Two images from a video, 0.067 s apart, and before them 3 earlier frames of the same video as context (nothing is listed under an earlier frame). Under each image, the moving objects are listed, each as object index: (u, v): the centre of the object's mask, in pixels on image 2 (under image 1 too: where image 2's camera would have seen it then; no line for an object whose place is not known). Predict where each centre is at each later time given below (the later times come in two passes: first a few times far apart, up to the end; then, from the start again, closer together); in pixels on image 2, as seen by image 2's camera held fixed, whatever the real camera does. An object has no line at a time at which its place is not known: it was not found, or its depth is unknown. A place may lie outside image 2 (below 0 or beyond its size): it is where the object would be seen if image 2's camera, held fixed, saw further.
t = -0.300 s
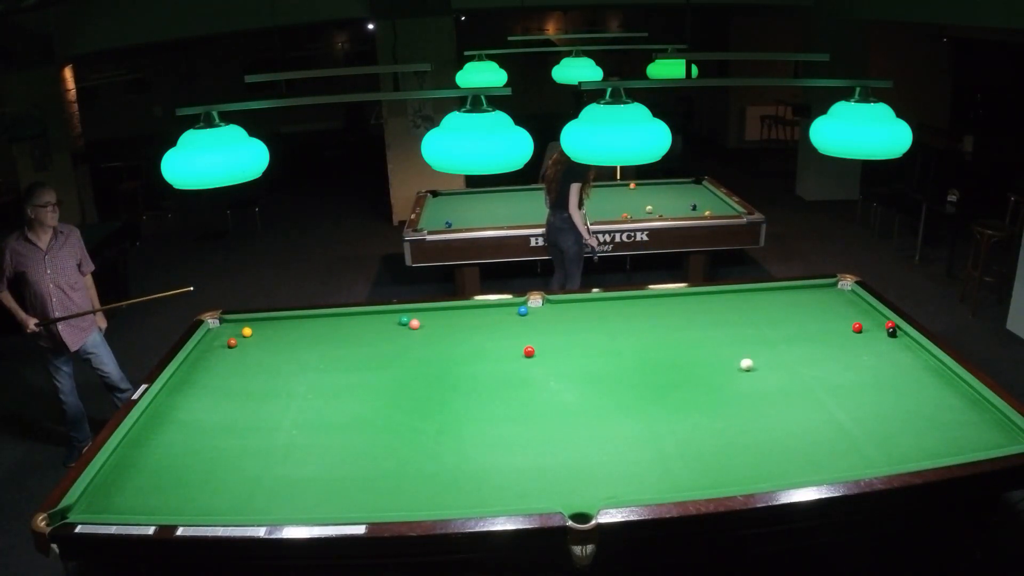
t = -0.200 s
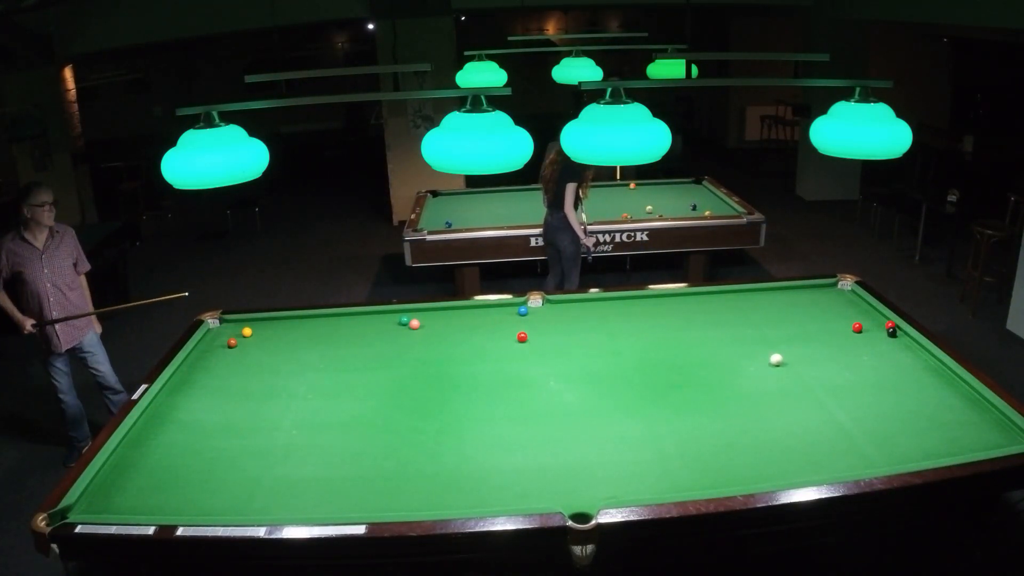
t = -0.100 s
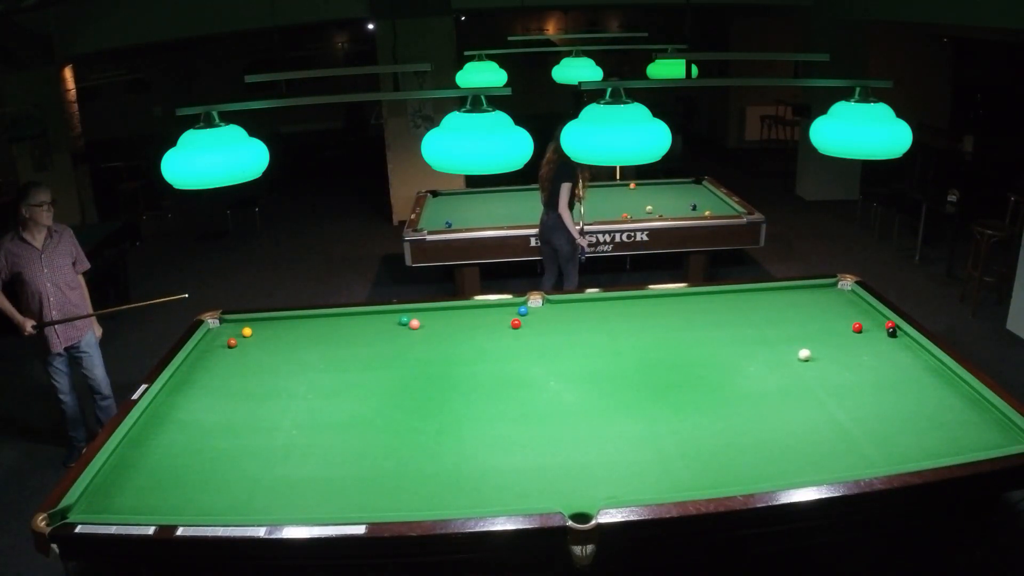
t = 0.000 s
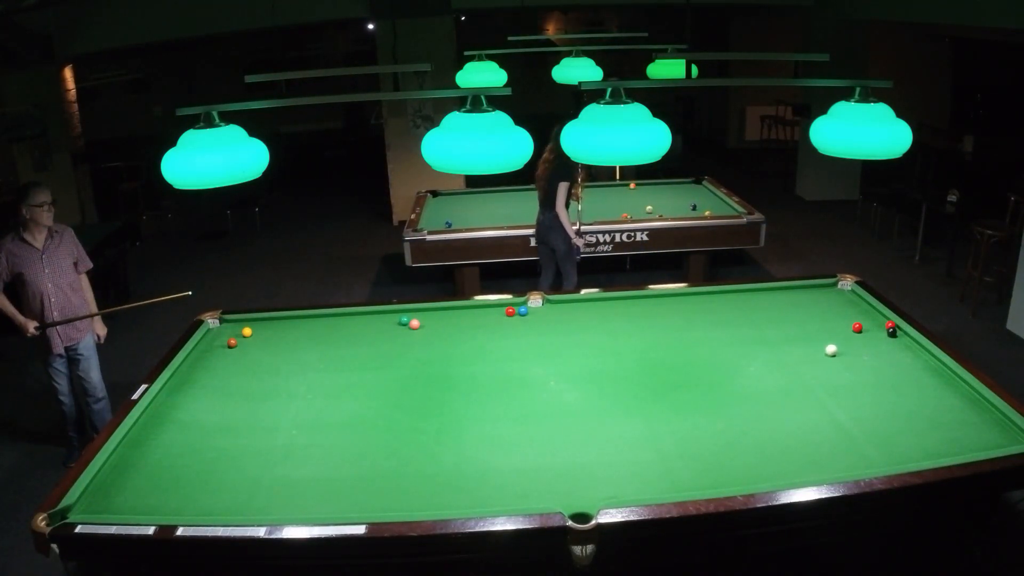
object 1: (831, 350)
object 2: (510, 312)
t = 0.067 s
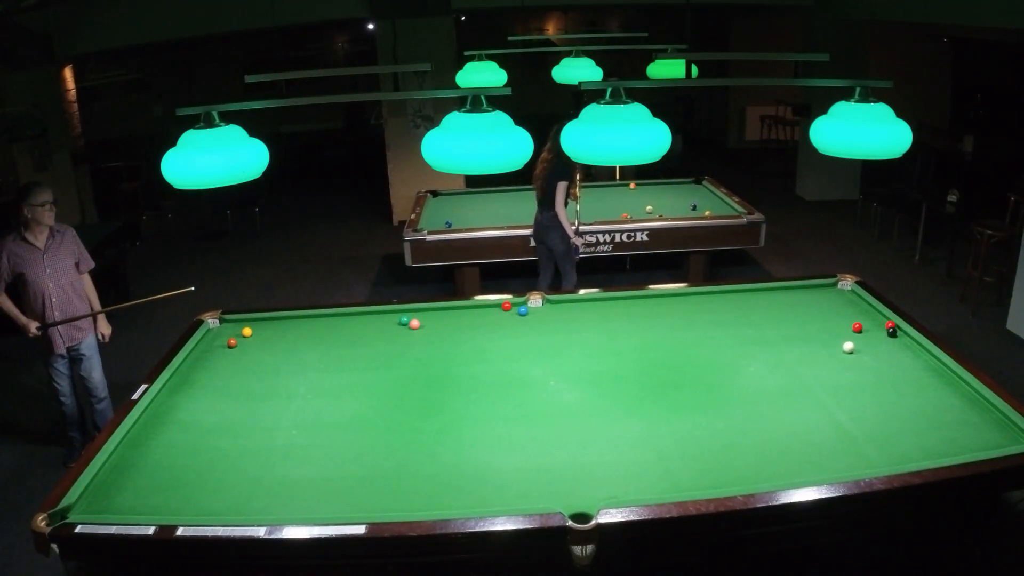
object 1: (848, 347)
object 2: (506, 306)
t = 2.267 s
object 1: (504, 320)
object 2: (354, 434)
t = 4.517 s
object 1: (216, 332)
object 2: (334, 320)
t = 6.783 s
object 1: (242, 338)
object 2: (295, 369)
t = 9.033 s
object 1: (242, 338)
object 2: (289, 380)
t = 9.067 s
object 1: (242, 338)
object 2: (289, 380)
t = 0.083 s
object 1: (852, 347)
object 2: (505, 308)
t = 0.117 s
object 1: (861, 345)
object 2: (503, 311)
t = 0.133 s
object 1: (865, 344)
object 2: (502, 313)
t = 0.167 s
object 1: (873, 343)
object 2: (500, 317)
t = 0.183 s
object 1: (877, 342)
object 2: (499, 318)
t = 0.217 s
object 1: (885, 341)
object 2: (496, 321)
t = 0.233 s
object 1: (887, 340)
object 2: (496, 322)
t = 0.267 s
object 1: (895, 339)
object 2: (494, 325)
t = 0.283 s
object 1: (898, 338)
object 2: (493, 327)
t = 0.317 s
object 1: (906, 337)
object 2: (491, 330)
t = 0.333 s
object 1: (905, 336)
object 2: (489, 332)
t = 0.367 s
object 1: (896, 336)
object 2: (487, 335)
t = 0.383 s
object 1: (893, 336)
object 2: (486, 337)
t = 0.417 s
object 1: (885, 336)
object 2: (484, 341)
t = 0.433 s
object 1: (882, 335)
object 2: (482, 343)
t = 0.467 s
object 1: (874, 336)
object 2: (480, 346)
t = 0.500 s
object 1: (867, 335)
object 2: (477, 350)
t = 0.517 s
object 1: (863, 335)
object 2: (476, 352)
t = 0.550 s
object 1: (856, 335)
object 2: (474, 356)
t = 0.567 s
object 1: (852, 335)
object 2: (472, 357)
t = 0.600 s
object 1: (845, 335)
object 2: (470, 361)
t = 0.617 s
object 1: (841, 334)
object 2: (468, 363)
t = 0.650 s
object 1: (833, 334)
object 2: (466, 367)
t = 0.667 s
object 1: (830, 334)
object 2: (465, 370)
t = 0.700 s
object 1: (822, 334)
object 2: (462, 374)
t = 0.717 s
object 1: (819, 334)
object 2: (460, 376)
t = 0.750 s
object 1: (811, 333)
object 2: (458, 380)
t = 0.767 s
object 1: (808, 333)
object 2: (456, 382)
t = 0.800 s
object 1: (800, 333)
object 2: (453, 386)
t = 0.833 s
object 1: (793, 333)
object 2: (450, 391)
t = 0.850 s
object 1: (790, 333)
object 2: (449, 393)
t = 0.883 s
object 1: (782, 332)
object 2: (446, 398)
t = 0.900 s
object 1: (778, 332)
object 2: (444, 400)
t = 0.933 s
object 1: (771, 332)
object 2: (441, 405)
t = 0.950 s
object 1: (767, 332)
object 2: (440, 407)
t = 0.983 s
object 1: (760, 332)
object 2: (437, 412)
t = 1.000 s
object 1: (757, 331)
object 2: (435, 414)
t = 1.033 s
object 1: (749, 331)
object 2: (432, 419)
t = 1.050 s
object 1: (746, 331)
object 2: (430, 422)
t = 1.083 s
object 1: (739, 330)
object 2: (427, 426)
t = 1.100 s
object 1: (735, 330)
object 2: (425, 429)
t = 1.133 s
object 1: (728, 330)
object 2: (422, 434)
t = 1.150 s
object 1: (724, 330)
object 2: (420, 437)
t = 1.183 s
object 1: (717, 330)
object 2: (416, 442)
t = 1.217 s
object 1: (710, 329)
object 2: (413, 448)
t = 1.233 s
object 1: (707, 329)
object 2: (411, 451)
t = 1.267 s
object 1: (699, 329)
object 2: (407, 456)
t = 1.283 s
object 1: (696, 329)
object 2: (405, 459)
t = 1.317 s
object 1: (689, 328)
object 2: (402, 465)
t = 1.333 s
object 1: (685, 328)
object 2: (400, 468)
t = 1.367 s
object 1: (678, 328)
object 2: (396, 474)
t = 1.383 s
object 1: (675, 328)
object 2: (394, 477)
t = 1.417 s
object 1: (668, 328)
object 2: (390, 483)
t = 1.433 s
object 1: (664, 327)
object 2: (388, 486)
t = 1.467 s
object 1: (658, 327)
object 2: (384, 492)
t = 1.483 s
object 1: (654, 327)
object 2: (382, 496)
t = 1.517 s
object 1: (647, 327)
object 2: (377, 502)
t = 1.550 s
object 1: (641, 326)
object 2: (373, 507)
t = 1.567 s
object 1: (637, 326)
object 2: (371, 509)
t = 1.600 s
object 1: (630, 326)
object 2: (368, 509)
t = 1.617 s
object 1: (627, 326)
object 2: (368, 507)
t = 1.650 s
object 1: (620, 326)
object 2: (367, 504)
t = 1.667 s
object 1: (617, 325)
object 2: (367, 502)
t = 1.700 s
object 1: (610, 325)
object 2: (366, 498)
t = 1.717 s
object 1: (607, 325)
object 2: (365, 495)
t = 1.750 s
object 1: (600, 324)
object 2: (364, 491)
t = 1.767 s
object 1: (597, 324)
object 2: (364, 489)
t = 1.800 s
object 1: (591, 324)
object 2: (363, 485)
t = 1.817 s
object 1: (587, 324)
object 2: (363, 483)
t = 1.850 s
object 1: (581, 324)
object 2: (362, 479)
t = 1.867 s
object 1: (578, 323)
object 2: (362, 476)
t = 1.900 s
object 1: (571, 323)
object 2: (361, 473)
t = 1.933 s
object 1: (565, 323)
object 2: (360, 469)
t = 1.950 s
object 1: (562, 323)
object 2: (360, 467)
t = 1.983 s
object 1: (555, 322)
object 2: (359, 463)
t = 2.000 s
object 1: (552, 322)
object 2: (359, 461)
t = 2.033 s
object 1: (546, 322)
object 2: (358, 458)
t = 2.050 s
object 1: (543, 322)
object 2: (358, 456)
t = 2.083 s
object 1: (537, 322)
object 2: (357, 452)
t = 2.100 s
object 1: (534, 322)
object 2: (357, 450)
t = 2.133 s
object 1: (527, 321)
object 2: (356, 447)
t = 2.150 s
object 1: (525, 321)
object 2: (356, 445)
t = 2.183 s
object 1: (518, 321)
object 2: (355, 442)
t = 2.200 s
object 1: (515, 321)
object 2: (355, 440)
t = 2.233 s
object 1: (509, 320)
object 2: (354, 437)
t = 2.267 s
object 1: (504, 320)
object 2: (354, 434)
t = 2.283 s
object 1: (501, 320)
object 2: (354, 432)
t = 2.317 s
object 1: (495, 320)
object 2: (353, 429)
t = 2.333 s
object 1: (492, 320)
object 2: (353, 428)
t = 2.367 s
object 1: (486, 319)
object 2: (352, 425)
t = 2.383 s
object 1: (483, 319)
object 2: (352, 423)
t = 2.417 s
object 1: (477, 319)
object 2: (351, 420)
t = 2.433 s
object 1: (474, 319)
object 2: (351, 419)
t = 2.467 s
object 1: (469, 319)
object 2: (351, 416)
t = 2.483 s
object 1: (466, 318)
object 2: (350, 415)
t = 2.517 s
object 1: (461, 318)
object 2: (350, 412)
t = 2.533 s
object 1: (458, 318)
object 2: (350, 411)
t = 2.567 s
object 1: (452, 318)
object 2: (349, 408)
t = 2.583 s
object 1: (450, 318)
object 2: (349, 407)
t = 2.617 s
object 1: (444, 317)
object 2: (349, 404)
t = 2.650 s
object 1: (439, 317)
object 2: (348, 401)
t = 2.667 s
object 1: (436, 317)
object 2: (348, 400)
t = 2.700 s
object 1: (431, 316)
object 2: (348, 398)
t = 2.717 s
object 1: (428, 316)
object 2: (348, 396)
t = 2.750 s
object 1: (423, 316)
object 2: (347, 394)
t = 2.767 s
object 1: (421, 316)
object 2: (347, 393)
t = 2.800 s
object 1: (416, 315)
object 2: (347, 391)
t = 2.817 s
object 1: (413, 316)
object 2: (346, 389)
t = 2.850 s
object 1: (409, 314)
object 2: (346, 387)
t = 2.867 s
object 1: (406, 314)
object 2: (346, 386)
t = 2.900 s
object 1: (400, 314)
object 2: (346, 384)
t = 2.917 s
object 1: (398, 314)
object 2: (345, 383)
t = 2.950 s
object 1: (393, 315)
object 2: (345, 380)
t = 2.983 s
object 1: (388, 314)
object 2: (345, 378)
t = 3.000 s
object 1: (386, 314)
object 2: (344, 377)
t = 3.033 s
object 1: (381, 314)
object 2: (344, 375)
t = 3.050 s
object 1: (378, 314)
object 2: (344, 374)
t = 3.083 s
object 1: (374, 314)
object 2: (344, 372)
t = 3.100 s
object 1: (372, 313)
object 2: (344, 371)
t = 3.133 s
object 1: (367, 313)
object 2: (343, 369)
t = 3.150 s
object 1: (365, 314)
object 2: (343, 368)
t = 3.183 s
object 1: (361, 314)
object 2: (343, 366)
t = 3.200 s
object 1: (359, 314)
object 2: (343, 365)
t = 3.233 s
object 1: (355, 315)
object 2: (343, 364)
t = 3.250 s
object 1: (353, 315)
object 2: (343, 363)
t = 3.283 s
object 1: (349, 316)
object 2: (342, 361)
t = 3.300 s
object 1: (347, 316)
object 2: (342, 360)
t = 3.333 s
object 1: (343, 317)
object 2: (342, 358)
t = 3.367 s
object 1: (339, 317)
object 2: (342, 356)
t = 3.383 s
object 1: (337, 317)
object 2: (342, 355)
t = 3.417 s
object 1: (333, 318)
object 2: (341, 354)
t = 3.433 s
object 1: (331, 318)
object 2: (341, 353)
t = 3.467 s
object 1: (327, 318)
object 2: (341, 351)
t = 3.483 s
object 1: (325, 319)
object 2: (341, 350)
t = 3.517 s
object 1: (321, 319)
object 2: (341, 349)
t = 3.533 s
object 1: (320, 319)
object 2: (341, 348)
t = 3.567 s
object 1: (316, 320)
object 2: (341, 346)
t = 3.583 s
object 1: (314, 320)
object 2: (341, 345)
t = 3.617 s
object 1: (310, 320)
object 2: (341, 344)
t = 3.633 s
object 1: (308, 321)
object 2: (340, 343)
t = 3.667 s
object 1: (304, 321)
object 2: (340, 342)
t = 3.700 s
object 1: (300, 322)
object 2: (340, 340)
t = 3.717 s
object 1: (299, 322)
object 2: (340, 339)
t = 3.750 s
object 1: (295, 322)
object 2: (340, 338)
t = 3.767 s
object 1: (293, 323)
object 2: (340, 337)
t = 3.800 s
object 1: (289, 323)
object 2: (340, 336)
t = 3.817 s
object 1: (288, 323)
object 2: (340, 335)
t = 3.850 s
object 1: (284, 324)
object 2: (340, 334)
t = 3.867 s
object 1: (282, 324)
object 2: (340, 333)
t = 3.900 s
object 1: (278, 324)
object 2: (339, 331)
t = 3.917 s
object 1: (277, 325)
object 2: (339, 331)
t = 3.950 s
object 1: (273, 325)
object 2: (339, 329)
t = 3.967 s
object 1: (271, 325)
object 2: (339, 329)
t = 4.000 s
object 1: (268, 326)
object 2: (339, 327)
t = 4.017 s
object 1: (266, 326)
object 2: (339, 327)
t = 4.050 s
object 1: (262, 326)
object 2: (339, 325)
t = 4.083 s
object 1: (259, 327)
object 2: (339, 324)
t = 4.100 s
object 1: (257, 327)
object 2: (339, 324)
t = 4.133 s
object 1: (255, 327)
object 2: (339, 322)
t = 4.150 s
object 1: (253, 327)
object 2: (339, 322)
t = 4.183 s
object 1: (250, 327)
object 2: (338, 321)
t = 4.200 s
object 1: (248, 326)
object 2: (338, 320)
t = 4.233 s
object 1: (243, 327)
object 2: (338, 318)
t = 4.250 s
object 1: (241, 328)
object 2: (338, 318)
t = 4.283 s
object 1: (239, 329)
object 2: (338, 317)
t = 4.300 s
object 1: (237, 329)
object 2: (338, 316)
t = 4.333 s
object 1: (234, 330)
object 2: (338, 316)
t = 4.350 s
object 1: (232, 330)
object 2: (338, 316)
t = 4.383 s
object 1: (229, 330)
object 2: (337, 316)
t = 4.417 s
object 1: (225, 331)
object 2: (336, 317)
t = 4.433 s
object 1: (224, 331)
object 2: (336, 318)
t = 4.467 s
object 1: (221, 331)
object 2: (335, 318)
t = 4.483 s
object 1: (219, 331)
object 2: (335, 319)
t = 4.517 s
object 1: (216, 332)
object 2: (334, 320)
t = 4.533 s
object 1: (214, 332)
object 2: (333, 320)
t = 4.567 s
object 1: (211, 333)
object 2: (333, 321)
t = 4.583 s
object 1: (210, 333)
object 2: (332, 322)
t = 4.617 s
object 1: (210, 333)
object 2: (332, 323)
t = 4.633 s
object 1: (211, 333)
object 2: (331, 323)
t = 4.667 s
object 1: (213, 333)
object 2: (331, 324)
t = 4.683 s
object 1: (214, 333)
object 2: (330, 324)
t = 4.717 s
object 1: (216, 333)
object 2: (329, 325)
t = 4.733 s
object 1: (217, 333)
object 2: (329, 326)
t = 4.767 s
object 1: (219, 333)
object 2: (328, 327)
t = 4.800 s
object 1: (221, 333)
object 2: (327, 328)
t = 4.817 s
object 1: (222, 333)
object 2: (327, 328)
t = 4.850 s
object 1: (225, 333)
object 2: (326, 329)
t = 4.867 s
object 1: (225, 333)
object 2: (326, 330)
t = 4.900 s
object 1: (227, 333)
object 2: (325, 330)
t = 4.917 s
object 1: (228, 333)
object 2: (325, 331)
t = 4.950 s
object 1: (230, 333)
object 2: (324, 331)
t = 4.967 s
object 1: (231, 333)
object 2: (324, 332)
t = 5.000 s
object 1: (233, 333)
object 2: (323, 333)
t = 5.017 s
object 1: (234, 333)
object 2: (323, 333)
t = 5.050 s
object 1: (236, 333)
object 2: (322, 334)
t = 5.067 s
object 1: (237, 333)
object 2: (322, 334)
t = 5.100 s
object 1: (237, 334)
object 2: (321, 335)
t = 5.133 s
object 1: (238, 334)
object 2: (321, 336)
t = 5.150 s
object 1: (238, 334)
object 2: (320, 337)
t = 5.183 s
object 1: (238, 334)
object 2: (320, 337)
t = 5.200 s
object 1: (238, 334)
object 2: (319, 338)
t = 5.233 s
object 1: (238, 334)
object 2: (319, 338)
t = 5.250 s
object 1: (239, 334)
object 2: (319, 339)
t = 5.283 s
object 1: (239, 335)
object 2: (318, 340)
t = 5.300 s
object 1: (239, 335)
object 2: (317, 340)
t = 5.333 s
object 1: (239, 335)
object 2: (317, 341)
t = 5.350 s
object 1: (239, 335)
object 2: (316, 341)
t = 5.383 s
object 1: (239, 335)
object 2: (316, 342)
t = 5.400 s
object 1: (240, 335)
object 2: (316, 343)
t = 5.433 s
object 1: (240, 335)
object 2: (315, 343)
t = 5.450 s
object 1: (240, 335)
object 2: (315, 344)
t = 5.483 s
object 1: (240, 336)
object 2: (314, 345)
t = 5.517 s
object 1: (240, 336)
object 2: (313, 345)
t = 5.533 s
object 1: (240, 336)
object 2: (313, 346)
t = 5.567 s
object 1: (241, 336)
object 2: (312, 346)
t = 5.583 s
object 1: (241, 336)
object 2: (312, 347)
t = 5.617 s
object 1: (241, 336)
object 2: (312, 347)
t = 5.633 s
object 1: (241, 336)
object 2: (311, 348)
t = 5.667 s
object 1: (241, 336)
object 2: (311, 349)
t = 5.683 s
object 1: (241, 336)
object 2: (310, 349)
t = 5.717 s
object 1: (241, 337)
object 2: (310, 350)
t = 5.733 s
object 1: (241, 337)
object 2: (309, 350)
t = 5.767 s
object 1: (241, 337)
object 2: (309, 351)
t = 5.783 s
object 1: (241, 337)
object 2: (309, 351)
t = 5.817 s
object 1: (241, 337)
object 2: (308, 352)
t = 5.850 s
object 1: (241, 337)
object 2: (308, 352)
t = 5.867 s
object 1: (241, 337)
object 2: (307, 353)
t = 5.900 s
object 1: (241, 337)
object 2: (307, 354)
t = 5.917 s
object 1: (242, 337)
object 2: (306, 354)
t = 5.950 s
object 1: (242, 337)
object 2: (306, 355)
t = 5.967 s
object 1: (241, 337)
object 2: (306, 355)
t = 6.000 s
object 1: (242, 338)
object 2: (305, 356)
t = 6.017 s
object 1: (242, 338)
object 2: (305, 356)
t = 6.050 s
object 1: (242, 338)
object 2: (305, 357)
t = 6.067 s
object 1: (241, 338)
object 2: (304, 357)
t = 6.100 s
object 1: (242, 338)
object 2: (304, 358)
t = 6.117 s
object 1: (242, 338)
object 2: (304, 358)
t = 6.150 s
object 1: (242, 338)
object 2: (303, 359)
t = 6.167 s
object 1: (242, 338)
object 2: (303, 359)
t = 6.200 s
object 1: (242, 338)
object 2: (302, 360)
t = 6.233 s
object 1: (242, 338)
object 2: (302, 360)
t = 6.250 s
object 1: (242, 338)
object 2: (302, 360)
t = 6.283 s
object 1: (242, 338)
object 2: (301, 361)
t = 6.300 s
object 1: (242, 338)
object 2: (301, 361)
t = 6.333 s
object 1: (242, 338)
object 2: (301, 362)
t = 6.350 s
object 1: (242, 338)
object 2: (300, 362)
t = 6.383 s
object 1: (242, 338)
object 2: (300, 363)
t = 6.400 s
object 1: (242, 338)
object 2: (300, 363)
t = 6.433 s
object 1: (242, 338)
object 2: (299, 364)
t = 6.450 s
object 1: (242, 338)
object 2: (299, 364)
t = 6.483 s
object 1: (242, 338)
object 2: (299, 365)
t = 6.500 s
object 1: (242, 338)
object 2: (299, 365)
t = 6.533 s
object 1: (242, 338)
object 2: (298, 365)
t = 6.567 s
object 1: (242, 338)
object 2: (298, 366)
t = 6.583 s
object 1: (242, 338)
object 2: (297, 366)
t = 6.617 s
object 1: (242, 338)
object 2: (297, 367)
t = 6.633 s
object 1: (242, 338)
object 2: (297, 367)
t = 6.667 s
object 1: (242, 338)
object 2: (296, 367)
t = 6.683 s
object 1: (242, 338)
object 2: (296, 368)
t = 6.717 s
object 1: (242, 338)
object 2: (296, 368)
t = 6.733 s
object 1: (242, 338)
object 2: (296, 368)
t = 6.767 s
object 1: (242, 338)
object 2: (295, 369)
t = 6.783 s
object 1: (242, 338)
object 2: (295, 369)
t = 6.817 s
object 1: (242, 338)
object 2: (295, 370)
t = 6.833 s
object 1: (242, 338)
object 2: (295, 370)
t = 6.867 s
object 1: (242, 338)
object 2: (294, 370)
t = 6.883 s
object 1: (242, 338)
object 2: (294, 371)
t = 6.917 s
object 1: (242, 338)
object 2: (294, 371)
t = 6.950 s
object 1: (242, 338)
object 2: (293, 371)
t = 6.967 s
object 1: (242, 338)
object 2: (293, 372)
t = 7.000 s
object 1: (242, 338)
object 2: (293, 372)
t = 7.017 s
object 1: (242, 338)
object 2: (293, 372)
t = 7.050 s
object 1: (242, 338)
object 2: (293, 372)
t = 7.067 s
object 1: (242, 338)
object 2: (292, 373)
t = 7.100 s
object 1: (242, 338)
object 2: (292, 373)
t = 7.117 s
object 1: (242, 338)
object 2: (292, 373)
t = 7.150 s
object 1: (242, 338)
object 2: (292, 374)
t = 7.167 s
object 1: (242, 338)
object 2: (292, 374)
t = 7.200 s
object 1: (242, 338)
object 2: (292, 374)
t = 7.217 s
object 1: (242, 338)
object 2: (291, 374)
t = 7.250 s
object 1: (242, 338)
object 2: (291, 375)
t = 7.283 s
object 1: (242, 338)
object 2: (291, 375)
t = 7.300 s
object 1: (242, 338)
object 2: (291, 375)
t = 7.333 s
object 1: (242, 338)
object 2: (291, 375)
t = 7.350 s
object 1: (242, 338)
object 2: (291, 376)
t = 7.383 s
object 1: (242, 338)
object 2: (291, 376)
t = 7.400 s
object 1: (242, 338)
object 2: (291, 376)
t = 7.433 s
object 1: (242, 338)
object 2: (290, 376)
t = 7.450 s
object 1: (242, 338)
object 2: (290, 376)
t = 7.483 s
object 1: (242, 338)
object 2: (290, 377)
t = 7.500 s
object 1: (242, 338)
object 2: (290, 377)
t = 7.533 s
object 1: (242, 338)
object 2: (290, 377)
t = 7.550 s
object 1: (242, 338)
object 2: (290, 377)
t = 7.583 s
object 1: (242, 338)
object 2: (290, 377)
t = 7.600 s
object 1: (242, 338)
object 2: (290, 377)
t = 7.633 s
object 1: (242, 338)
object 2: (290, 378)
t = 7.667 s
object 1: (242, 338)
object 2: (290, 378)
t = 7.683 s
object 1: (242, 338)
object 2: (290, 378)
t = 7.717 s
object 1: (242, 338)
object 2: (290, 378)
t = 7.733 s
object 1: (242, 338)
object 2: (289, 378)
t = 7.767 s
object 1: (242, 338)
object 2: (289, 378)
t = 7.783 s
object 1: (242, 338)
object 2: (289, 378)
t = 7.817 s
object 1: (242, 338)
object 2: (289, 379)
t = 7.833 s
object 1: (242, 338)
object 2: (289, 379)
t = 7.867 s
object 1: (242, 338)
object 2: (289, 379)
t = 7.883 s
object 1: (242, 338)
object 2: (289, 379)
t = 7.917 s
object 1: (242, 338)
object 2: (289, 379)
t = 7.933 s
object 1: (242, 338)
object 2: (289, 379)
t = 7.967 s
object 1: (242, 338)
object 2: (289, 379)
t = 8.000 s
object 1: (242, 338)
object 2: (289, 379)
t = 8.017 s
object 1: (242, 338)
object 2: (289, 379)
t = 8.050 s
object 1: (242, 338)
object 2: (289, 379)
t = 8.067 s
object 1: (242, 338)
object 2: (289, 379)
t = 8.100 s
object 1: (242, 338)
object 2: (289, 380)
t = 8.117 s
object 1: (242, 338)
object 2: (289, 380)
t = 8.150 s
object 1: (242, 338)
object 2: (289, 380)
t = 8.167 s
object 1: (242, 338)
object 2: (289, 380)
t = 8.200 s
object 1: (242, 338)
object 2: (289, 380)
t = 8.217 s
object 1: (242, 338)
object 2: (289, 380)
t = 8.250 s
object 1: (242, 338)
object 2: (289, 380)
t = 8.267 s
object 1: (242, 338)
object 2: (289, 380)
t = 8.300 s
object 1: (242, 338)
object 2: (289, 380)
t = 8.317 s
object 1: (242, 338)
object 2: (289, 380)
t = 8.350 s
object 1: (242, 338)
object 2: (289, 380)
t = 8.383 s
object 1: (242, 338)
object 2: (289, 380)
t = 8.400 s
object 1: (242, 338)
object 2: (289, 380)
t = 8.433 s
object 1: (242, 338)
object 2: (289, 380)
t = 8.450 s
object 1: (242, 338)
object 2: (289, 380)
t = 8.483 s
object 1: (242, 338)
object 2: (289, 380)
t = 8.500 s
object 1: (242, 338)
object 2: (289, 380)
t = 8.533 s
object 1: (242, 338)
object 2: (289, 380)
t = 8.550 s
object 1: (242, 338)
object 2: (289, 380)
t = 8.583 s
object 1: (242, 338)
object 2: (289, 380)
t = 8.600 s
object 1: (242, 338)
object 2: (289, 380)
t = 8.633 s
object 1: (242, 338)
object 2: (289, 380)
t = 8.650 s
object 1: (242, 338)
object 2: (289, 380)
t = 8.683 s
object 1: (242, 338)
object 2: (289, 380)
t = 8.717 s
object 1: (242, 338)
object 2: (289, 380)
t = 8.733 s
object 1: (242, 338)
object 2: (289, 380)
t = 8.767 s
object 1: (242, 338)
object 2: (289, 380)
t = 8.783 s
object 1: (242, 338)
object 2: (289, 380)
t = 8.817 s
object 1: (242, 338)
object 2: (289, 380)
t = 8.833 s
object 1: (242, 338)
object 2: (289, 380)
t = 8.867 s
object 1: (242, 338)
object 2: (289, 380)
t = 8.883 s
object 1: (242, 338)
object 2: (289, 380)
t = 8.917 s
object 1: (242, 338)
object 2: (289, 380)
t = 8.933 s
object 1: (242, 338)
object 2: (289, 380)
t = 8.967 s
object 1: (242, 338)
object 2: (289, 380)
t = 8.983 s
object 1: (242, 338)
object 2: (289, 380)
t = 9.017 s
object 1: (242, 338)
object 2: (289, 380)
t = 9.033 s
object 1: (242, 338)
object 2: (289, 380)
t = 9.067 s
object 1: (242, 338)
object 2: (289, 380)
